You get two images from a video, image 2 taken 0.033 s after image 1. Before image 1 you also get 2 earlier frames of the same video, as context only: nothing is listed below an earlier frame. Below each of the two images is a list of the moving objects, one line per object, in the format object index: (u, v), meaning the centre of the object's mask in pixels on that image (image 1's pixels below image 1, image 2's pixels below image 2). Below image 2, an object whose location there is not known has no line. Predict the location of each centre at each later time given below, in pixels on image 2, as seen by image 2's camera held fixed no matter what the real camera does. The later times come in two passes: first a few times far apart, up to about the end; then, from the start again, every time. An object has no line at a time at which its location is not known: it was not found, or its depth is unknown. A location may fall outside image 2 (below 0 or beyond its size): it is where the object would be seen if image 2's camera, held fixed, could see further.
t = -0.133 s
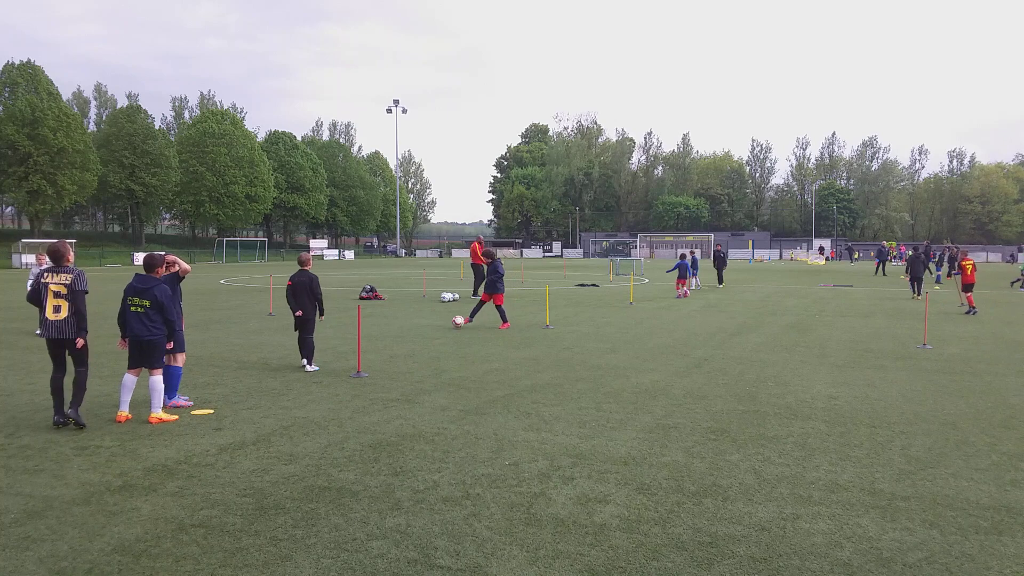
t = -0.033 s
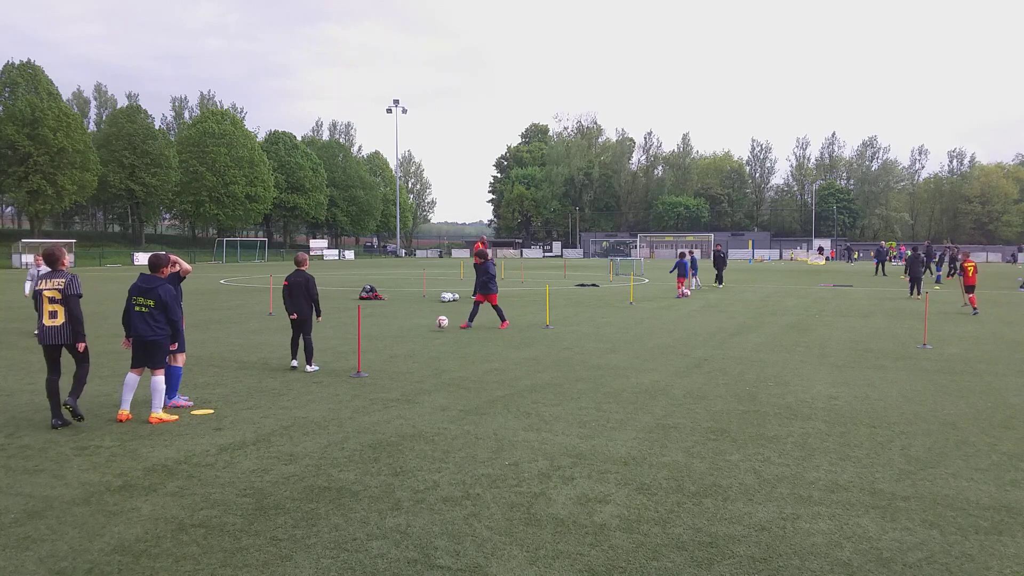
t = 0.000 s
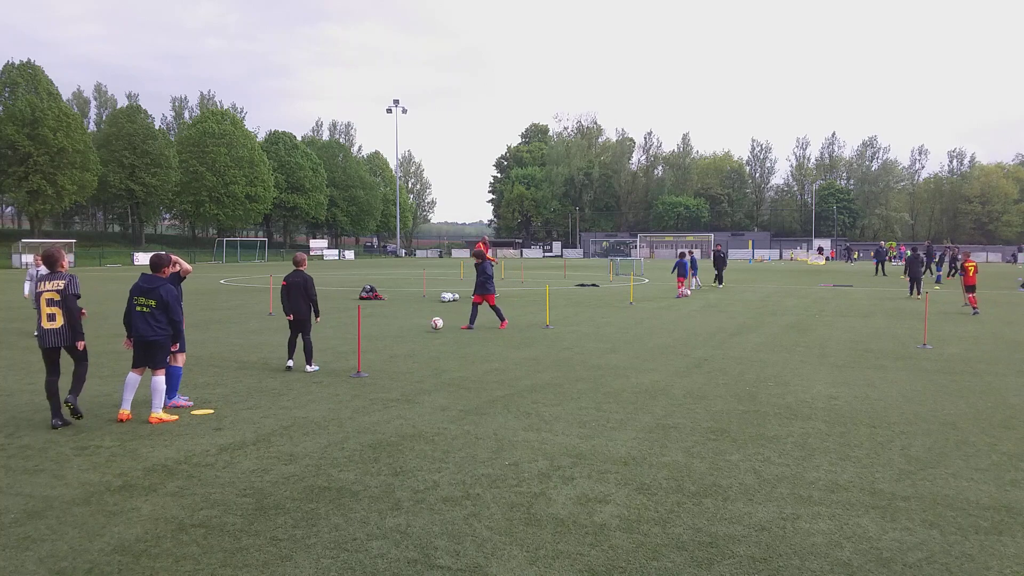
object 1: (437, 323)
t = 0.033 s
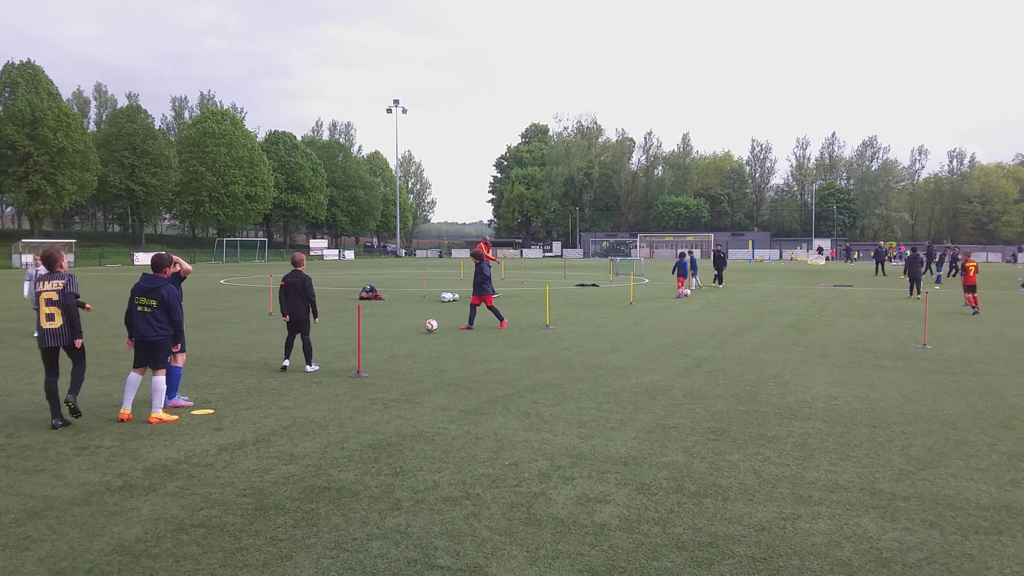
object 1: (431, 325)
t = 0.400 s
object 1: (375, 333)
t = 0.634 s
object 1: (344, 337)
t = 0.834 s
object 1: (317, 340)
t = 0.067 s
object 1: (425, 327)
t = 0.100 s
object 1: (420, 328)
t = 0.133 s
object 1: (415, 327)
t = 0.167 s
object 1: (410, 328)
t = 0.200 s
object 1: (405, 329)
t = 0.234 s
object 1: (399, 331)
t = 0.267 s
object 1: (394, 332)
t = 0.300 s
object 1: (389, 331)
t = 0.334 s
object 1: (385, 331)
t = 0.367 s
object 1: (380, 332)
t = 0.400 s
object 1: (375, 333)
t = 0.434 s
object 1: (370, 335)
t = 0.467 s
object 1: (366, 335)
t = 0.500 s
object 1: (362, 335)
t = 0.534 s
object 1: (357, 335)
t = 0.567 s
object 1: (352, 336)
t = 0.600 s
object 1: (349, 337)
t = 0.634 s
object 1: (344, 337)
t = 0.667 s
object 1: (340, 337)
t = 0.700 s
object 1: (335, 339)
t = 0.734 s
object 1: (330, 339)
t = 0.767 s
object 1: (326, 339)
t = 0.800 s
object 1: (321, 340)
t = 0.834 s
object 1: (317, 340)
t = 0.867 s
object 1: (312, 341)
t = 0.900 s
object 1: (307, 342)
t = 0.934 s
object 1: (303, 342)
